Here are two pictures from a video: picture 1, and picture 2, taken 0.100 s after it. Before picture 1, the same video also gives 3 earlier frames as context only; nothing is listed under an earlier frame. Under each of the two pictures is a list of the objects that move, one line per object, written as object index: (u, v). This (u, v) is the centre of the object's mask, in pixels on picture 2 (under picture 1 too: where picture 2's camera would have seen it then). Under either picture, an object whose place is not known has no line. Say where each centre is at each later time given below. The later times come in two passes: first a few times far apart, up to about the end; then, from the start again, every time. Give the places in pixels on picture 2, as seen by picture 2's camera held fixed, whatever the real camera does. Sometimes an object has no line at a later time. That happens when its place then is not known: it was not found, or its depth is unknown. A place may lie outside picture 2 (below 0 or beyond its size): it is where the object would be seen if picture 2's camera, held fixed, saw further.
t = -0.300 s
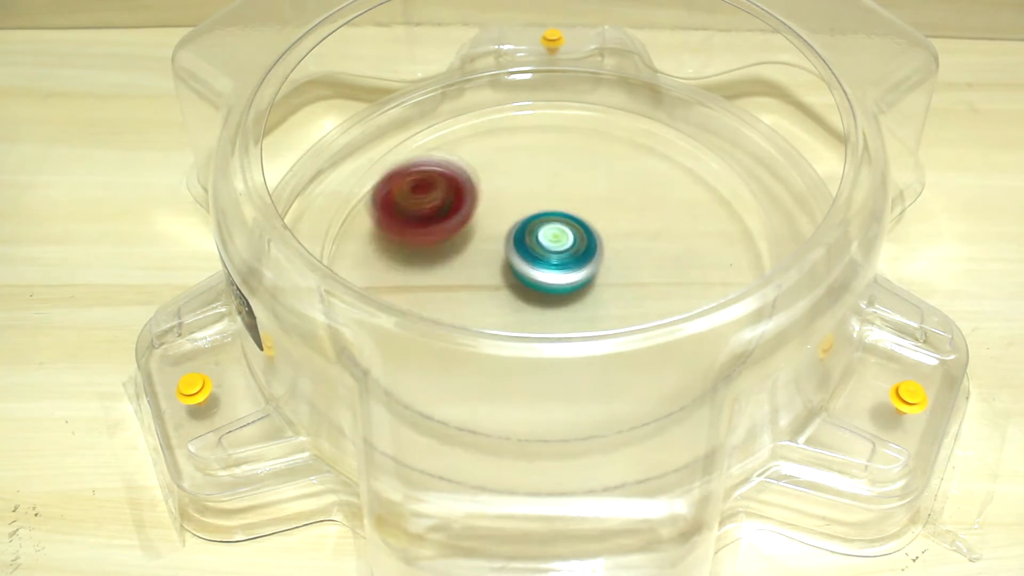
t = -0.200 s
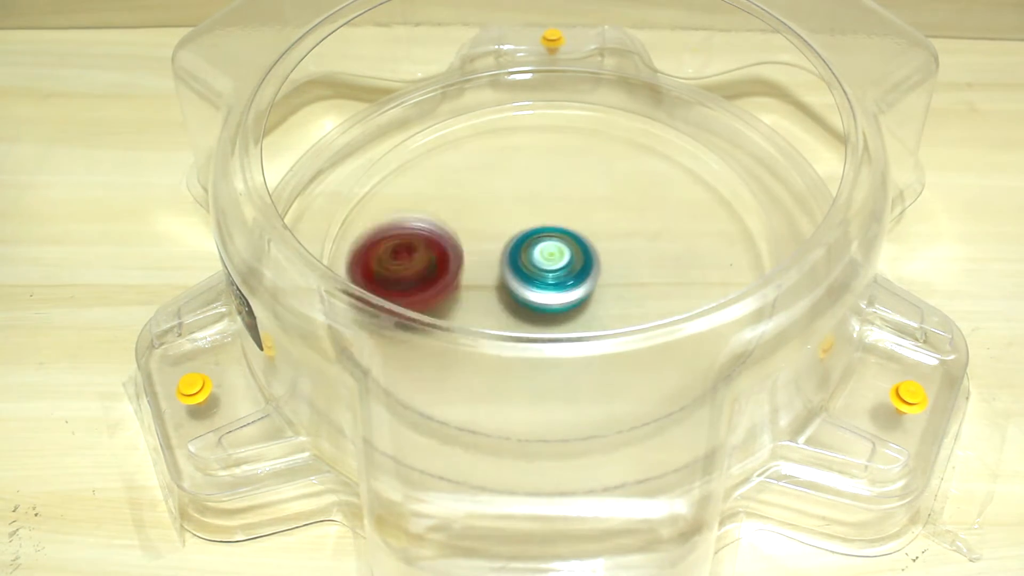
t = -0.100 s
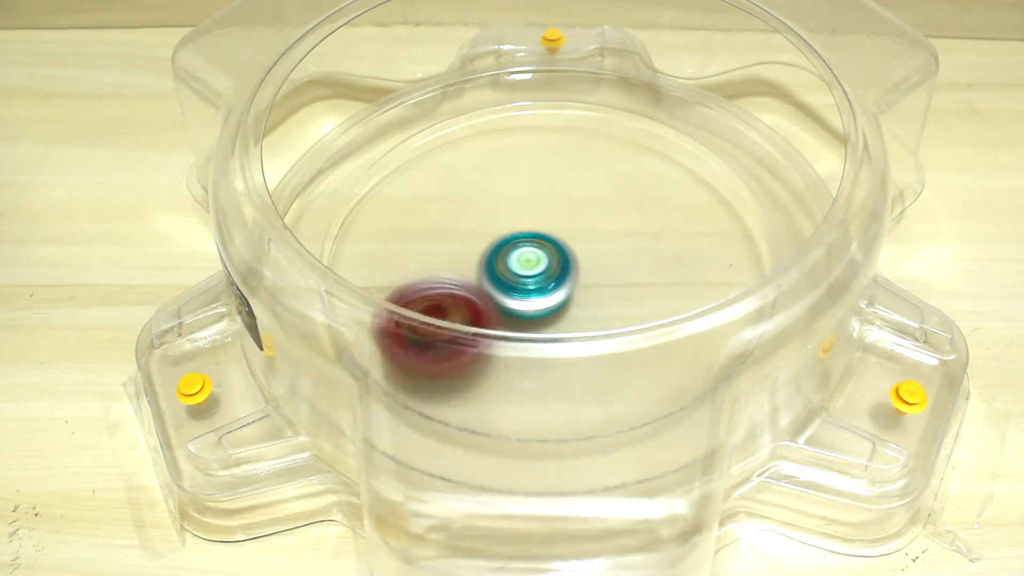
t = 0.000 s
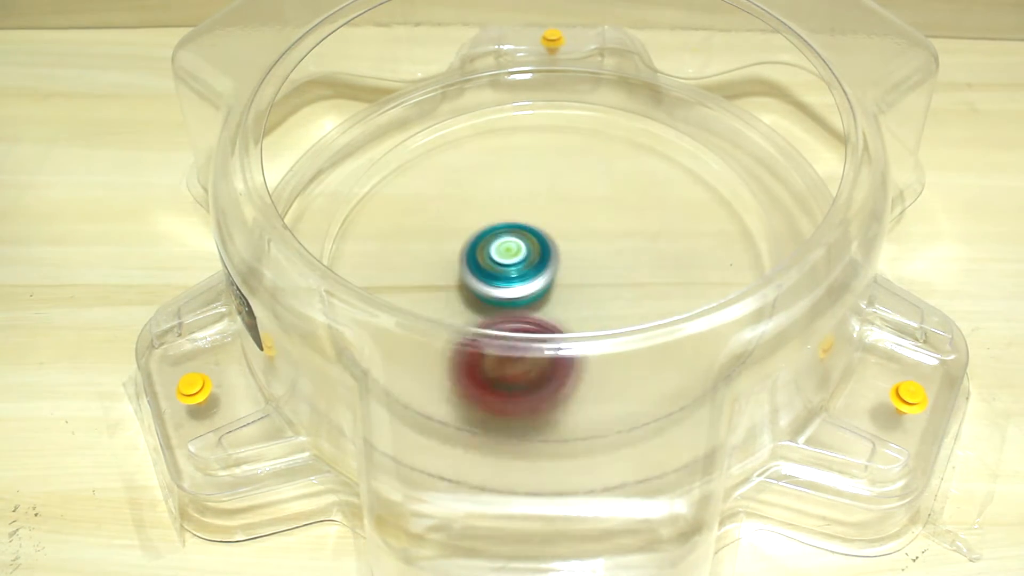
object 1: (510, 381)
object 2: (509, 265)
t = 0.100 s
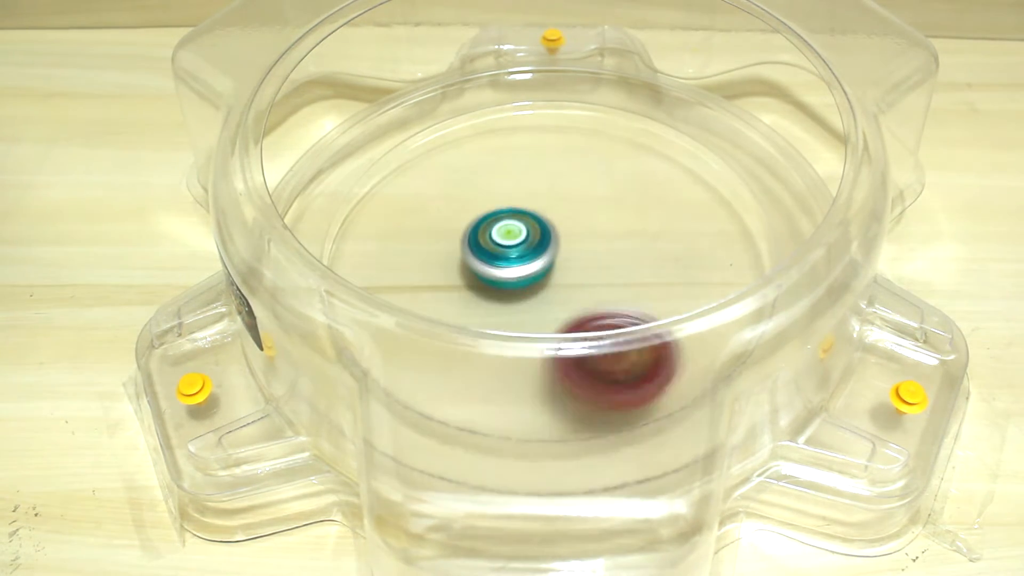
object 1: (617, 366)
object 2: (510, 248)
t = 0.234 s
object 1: (683, 280)
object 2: (535, 240)
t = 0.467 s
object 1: (587, 174)
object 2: (536, 266)
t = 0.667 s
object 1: (430, 174)
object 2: (502, 248)
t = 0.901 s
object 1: (376, 289)
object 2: (542, 239)
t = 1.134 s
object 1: (583, 326)
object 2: (528, 261)
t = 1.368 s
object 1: (672, 209)
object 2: (512, 239)
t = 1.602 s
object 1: (527, 144)
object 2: (536, 233)
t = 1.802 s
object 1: (404, 221)
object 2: (544, 253)
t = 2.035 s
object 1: (483, 349)
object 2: (521, 260)
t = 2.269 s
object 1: (662, 284)
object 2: (514, 247)
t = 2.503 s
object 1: (609, 171)
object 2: (536, 242)
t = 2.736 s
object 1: (443, 171)
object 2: (543, 255)
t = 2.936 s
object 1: (395, 265)
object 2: (525, 261)
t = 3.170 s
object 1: (554, 331)
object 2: (513, 248)
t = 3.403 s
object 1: (662, 235)
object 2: (531, 242)
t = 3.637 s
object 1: (564, 148)
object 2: (540, 251)
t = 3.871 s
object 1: (423, 199)
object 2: (522, 256)
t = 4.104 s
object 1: (427, 318)
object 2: (533, 252)
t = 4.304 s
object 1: (572, 331)
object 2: (548, 249)
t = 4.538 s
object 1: (678, 258)
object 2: (527, 217)
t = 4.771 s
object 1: (610, 185)
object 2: (493, 222)
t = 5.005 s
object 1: (582, 161)
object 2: (433, 235)
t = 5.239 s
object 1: (601, 229)
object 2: (437, 257)
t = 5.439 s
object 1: (677, 241)
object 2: (466, 264)
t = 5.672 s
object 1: (656, 238)
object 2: (511, 268)
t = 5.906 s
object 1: (606, 277)
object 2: (441, 239)
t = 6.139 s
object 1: (542, 305)
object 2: (464, 233)
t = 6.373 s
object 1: (505, 304)
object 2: (515, 236)
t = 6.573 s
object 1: (479, 294)
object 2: (566, 227)
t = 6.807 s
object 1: (466, 249)
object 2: (589, 247)
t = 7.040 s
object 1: (455, 208)
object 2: (562, 275)
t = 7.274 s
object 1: (488, 200)
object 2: (506, 290)
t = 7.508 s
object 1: (531, 171)
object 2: (488, 275)
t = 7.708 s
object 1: (576, 171)
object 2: (500, 249)
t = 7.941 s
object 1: (626, 175)
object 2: (513, 247)
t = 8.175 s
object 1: (623, 233)
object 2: (522, 260)
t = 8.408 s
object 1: (590, 279)
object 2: (463, 272)
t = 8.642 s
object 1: (524, 295)
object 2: (424, 249)
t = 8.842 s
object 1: (497, 298)
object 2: (461, 209)
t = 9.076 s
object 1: (503, 294)
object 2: (542, 215)
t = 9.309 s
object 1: (494, 275)
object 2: (624, 244)
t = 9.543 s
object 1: (504, 243)
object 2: (599, 288)
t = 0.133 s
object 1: (644, 351)
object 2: (515, 244)
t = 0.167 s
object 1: (663, 321)
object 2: (521, 241)
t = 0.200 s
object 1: (682, 309)
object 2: (528, 239)
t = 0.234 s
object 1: (683, 280)
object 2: (535, 240)
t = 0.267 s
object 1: (688, 267)
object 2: (541, 242)
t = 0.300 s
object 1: (682, 246)
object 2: (546, 245)
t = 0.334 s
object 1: (671, 228)
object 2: (548, 249)
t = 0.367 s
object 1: (654, 210)
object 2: (548, 254)
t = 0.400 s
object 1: (635, 196)
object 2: (546, 259)
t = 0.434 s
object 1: (612, 184)
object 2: (542, 263)
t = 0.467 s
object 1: (587, 174)
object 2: (536, 266)
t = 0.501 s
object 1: (561, 167)
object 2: (528, 267)
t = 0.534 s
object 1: (534, 163)
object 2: (520, 266)
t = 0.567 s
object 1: (507, 162)
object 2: (512, 264)
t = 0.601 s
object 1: (480, 163)
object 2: (506, 259)
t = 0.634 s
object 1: (455, 167)
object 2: (503, 254)
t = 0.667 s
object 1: (430, 174)
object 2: (502, 248)
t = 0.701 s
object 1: (407, 183)
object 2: (504, 243)
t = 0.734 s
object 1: (388, 197)
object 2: (507, 238)
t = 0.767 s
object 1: (373, 212)
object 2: (513, 234)
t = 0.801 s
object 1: (364, 231)
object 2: (521, 233)
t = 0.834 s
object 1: (365, 248)
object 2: (528, 234)
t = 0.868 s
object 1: (364, 270)
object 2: (535, 235)
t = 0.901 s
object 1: (376, 289)
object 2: (542, 239)
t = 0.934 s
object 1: (394, 310)
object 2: (547, 244)
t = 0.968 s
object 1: (420, 326)
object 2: (549, 249)
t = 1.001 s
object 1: (451, 338)
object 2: (549, 254)
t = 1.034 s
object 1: (484, 342)
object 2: (547, 259)
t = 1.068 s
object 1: (519, 334)
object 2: (542, 261)
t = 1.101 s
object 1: (553, 334)
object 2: (534, 261)
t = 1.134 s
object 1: (583, 326)
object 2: (528, 261)
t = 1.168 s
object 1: (609, 305)
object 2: (525, 261)
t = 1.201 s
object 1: (634, 295)
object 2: (521, 257)
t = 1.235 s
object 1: (653, 284)
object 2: (517, 254)
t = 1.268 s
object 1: (668, 270)
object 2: (514, 249)
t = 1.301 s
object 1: (677, 249)
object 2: (512, 246)
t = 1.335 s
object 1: (678, 229)
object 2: (512, 242)
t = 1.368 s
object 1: (672, 209)
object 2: (512, 239)
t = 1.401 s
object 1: (662, 190)
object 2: (514, 235)
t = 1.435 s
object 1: (647, 175)
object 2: (516, 233)
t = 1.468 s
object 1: (628, 162)
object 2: (520, 231)
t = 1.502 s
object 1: (605, 152)
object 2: (523, 230)
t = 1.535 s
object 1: (580, 146)
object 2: (527, 231)
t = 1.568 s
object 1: (554, 143)
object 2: (532, 231)
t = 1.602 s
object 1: (527, 144)
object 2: (536, 233)
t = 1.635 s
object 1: (499, 149)
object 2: (540, 236)
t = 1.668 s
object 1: (474, 157)
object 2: (542, 238)
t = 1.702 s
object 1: (451, 169)
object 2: (544, 241)
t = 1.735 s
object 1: (432, 183)
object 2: (545, 245)
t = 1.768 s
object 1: (416, 201)
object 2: (545, 249)
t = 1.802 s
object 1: (404, 221)
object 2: (544, 253)
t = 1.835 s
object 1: (398, 243)
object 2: (542, 257)
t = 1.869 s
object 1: (401, 261)
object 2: (539, 259)
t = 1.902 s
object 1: (411, 275)
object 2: (536, 261)
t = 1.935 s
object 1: (418, 302)
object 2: (532, 263)
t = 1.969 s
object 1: (436, 322)
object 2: (528, 264)
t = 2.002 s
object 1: (458, 337)
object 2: (524, 262)
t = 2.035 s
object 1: (483, 349)
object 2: (521, 260)
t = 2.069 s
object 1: (518, 356)
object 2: (517, 259)
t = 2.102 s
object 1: (552, 359)
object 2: (515, 259)
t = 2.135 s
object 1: (581, 356)
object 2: (513, 257)
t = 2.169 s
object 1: (608, 331)
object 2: (512, 255)
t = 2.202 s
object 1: (632, 317)
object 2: (512, 252)
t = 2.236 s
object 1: (645, 295)
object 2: (512, 250)
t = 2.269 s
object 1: (662, 284)
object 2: (514, 247)
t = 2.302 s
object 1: (672, 270)
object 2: (516, 246)
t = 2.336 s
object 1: (675, 252)
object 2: (519, 244)
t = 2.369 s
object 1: (670, 233)
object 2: (521, 243)
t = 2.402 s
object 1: (661, 215)
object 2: (525, 242)
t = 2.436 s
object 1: (647, 198)
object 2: (528, 241)
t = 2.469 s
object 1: (630, 184)
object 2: (532, 241)
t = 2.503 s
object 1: (609, 171)
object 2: (536, 242)
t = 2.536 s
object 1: (587, 162)
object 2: (539, 242)
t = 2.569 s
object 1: (563, 156)
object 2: (542, 244)
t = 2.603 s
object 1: (538, 153)
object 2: (543, 246)
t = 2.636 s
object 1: (514, 153)
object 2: (544, 248)
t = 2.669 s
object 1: (489, 156)
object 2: (545, 250)
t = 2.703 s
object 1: (465, 161)
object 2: (544, 252)
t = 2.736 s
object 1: (443, 171)
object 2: (543, 255)
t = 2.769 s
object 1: (424, 182)
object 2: (541, 257)
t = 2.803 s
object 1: (407, 197)
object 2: (538, 259)
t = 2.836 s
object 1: (394, 213)
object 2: (535, 261)
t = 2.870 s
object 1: (387, 231)
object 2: (532, 261)
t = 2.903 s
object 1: (387, 250)
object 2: (528, 262)
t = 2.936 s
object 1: (395, 265)
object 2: (525, 261)
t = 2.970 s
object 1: (402, 289)
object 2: (522, 260)
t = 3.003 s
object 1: (416, 307)
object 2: (519, 259)
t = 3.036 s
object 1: (439, 321)
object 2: (517, 257)
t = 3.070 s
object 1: (463, 332)
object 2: (515, 254)
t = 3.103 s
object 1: (491, 331)
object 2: (514, 251)
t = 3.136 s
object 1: (524, 333)
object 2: (512, 250)
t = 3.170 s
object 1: (554, 331)
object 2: (513, 248)
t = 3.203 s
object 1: (581, 323)
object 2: (514, 246)
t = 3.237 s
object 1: (602, 304)
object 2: (516, 244)
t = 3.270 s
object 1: (623, 296)
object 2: (518, 243)
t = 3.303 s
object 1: (641, 285)
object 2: (521, 242)
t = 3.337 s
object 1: (654, 272)
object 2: (524, 241)
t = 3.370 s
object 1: (660, 253)
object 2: (528, 242)
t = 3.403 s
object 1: (662, 235)
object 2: (531, 242)
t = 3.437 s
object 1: (659, 217)
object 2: (535, 243)
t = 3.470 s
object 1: (652, 199)
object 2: (537, 244)
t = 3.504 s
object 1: (640, 184)
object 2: (539, 245)
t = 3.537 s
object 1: (625, 171)
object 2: (540, 246)
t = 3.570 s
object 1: (606, 161)
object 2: (541, 247)
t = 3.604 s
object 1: (586, 153)
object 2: (540, 249)
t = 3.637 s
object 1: (564, 148)
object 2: (540, 251)
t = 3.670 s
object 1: (540, 146)
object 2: (538, 253)
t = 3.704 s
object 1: (517, 146)
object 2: (536, 255)
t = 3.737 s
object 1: (495, 152)
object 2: (534, 256)
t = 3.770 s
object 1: (473, 159)
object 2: (531, 257)
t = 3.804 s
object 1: (454, 170)
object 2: (528, 257)
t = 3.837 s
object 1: (437, 183)
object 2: (524, 257)
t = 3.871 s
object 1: (423, 199)
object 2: (522, 256)
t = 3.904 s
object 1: (414, 216)
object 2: (519, 255)
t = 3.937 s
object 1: (410, 236)
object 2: (518, 254)
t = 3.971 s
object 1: (406, 256)
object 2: (519, 253)
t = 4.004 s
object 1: (407, 268)
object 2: (523, 253)
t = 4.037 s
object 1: (414, 279)
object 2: (527, 253)
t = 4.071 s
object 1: (415, 302)
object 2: (530, 252)
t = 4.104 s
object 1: (427, 318)
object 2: (533, 252)
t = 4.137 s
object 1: (446, 330)
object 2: (536, 251)
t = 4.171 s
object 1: (469, 341)
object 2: (539, 250)
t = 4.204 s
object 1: (492, 354)
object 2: (542, 249)
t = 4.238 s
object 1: (520, 357)
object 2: (545, 249)
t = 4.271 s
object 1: (547, 334)
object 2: (546, 249)
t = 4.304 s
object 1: (572, 331)
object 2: (548, 249)
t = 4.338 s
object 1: (591, 307)
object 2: (548, 249)
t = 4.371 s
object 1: (608, 301)
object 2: (546, 248)
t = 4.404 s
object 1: (628, 297)
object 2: (541, 240)
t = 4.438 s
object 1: (647, 290)
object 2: (536, 231)
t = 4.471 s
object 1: (663, 281)
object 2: (533, 224)
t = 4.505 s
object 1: (673, 271)
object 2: (529, 220)
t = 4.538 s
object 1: (678, 258)
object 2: (527, 217)
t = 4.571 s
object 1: (677, 244)
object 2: (525, 215)
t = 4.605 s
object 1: (670, 230)
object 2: (522, 215)
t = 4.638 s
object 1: (659, 217)
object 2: (521, 215)
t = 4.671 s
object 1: (645, 206)
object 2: (519, 216)
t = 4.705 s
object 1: (629, 197)
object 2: (517, 218)
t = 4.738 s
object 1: (612, 190)
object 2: (512, 219)
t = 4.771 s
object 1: (610, 185)
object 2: (493, 222)
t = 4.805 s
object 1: (614, 175)
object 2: (469, 225)
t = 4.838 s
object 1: (615, 167)
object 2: (451, 228)
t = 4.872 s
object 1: (612, 161)
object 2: (439, 230)
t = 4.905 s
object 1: (606, 156)
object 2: (432, 231)
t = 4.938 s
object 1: (600, 155)
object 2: (429, 232)
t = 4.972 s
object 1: (591, 157)
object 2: (430, 233)
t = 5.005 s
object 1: (582, 161)
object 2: (433, 235)
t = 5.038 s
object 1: (572, 168)
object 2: (438, 237)
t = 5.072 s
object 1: (562, 180)
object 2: (444, 239)
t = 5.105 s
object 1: (557, 192)
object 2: (451, 242)
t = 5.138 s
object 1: (553, 206)
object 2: (457, 245)
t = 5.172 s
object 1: (568, 213)
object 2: (448, 250)
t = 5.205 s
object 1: (586, 223)
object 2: (440, 255)
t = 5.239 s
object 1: (601, 229)
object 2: (437, 257)
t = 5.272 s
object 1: (615, 233)
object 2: (436, 259)
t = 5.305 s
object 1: (629, 237)
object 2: (439, 260)
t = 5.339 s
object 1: (643, 240)
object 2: (443, 261)
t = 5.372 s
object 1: (656, 242)
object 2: (450, 263)
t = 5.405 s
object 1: (667, 241)
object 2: (457, 264)
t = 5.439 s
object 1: (677, 241)
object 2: (466, 264)
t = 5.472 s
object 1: (686, 240)
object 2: (474, 265)
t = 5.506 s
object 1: (690, 238)
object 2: (481, 266)
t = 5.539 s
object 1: (687, 238)
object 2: (488, 267)
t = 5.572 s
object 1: (683, 236)
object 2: (495, 268)
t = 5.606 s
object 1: (678, 236)
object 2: (501, 268)
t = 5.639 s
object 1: (667, 237)
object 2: (506, 268)
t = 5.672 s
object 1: (656, 238)
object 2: (511, 268)
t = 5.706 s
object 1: (641, 242)
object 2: (515, 267)
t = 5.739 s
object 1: (627, 246)
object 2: (517, 266)
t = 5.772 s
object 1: (623, 250)
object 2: (504, 263)
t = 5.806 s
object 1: (626, 256)
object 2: (482, 258)
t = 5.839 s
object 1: (621, 261)
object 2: (463, 251)
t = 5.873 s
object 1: (615, 268)
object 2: (449, 243)
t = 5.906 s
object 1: (606, 277)
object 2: (441, 239)
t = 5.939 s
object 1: (596, 283)
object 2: (437, 235)
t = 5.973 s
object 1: (587, 288)
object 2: (437, 231)
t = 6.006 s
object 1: (578, 293)
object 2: (440, 229)
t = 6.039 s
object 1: (567, 298)
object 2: (444, 230)
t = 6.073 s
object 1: (558, 301)
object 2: (451, 231)
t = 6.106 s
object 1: (550, 304)
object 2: (458, 231)
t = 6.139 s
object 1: (542, 305)
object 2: (464, 233)
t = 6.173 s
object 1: (533, 307)
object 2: (472, 235)
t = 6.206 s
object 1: (525, 308)
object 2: (479, 237)
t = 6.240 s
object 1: (521, 307)
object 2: (485, 236)
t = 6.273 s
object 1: (517, 308)
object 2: (492, 238)
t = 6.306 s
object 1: (512, 307)
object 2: (499, 237)
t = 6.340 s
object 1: (509, 306)
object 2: (507, 236)
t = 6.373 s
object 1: (505, 304)
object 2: (515, 236)
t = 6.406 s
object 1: (499, 301)
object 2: (524, 233)
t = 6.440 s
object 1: (494, 300)
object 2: (534, 231)
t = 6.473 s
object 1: (490, 299)
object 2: (542, 229)
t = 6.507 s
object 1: (486, 298)
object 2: (551, 227)
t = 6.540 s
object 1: (483, 297)
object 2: (559, 226)
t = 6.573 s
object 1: (479, 294)
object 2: (566, 227)
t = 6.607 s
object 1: (476, 291)
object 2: (572, 228)
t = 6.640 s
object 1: (475, 288)
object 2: (578, 230)
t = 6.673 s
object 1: (473, 283)
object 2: (583, 233)
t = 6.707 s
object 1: (470, 276)
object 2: (585, 237)
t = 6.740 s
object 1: (469, 265)
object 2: (588, 240)
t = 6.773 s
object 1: (468, 256)
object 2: (590, 244)
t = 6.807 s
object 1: (466, 249)
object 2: (589, 247)
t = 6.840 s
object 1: (464, 241)
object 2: (588, 251)
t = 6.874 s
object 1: (461, 236)
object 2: (586, 257)
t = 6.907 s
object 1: (459, 228)
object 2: (583, 261)
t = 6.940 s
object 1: (456, 223)
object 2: (579, 264)
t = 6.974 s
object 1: (454, 217)
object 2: (574, 270)
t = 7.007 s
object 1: (454, 211)
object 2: (569, 273)
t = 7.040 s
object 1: (455, 208)
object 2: (562, 275)
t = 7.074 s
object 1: (456, 207)
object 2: (555, 280)
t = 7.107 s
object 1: (458, 205)
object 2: (548, 281)
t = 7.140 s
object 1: (463, 205)
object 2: (539, 282)
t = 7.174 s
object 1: (468, 206)
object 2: (531, 283)
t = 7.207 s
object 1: (472, 205)
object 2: (523, 283)
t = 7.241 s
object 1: (479, 203)
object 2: (514, 284)
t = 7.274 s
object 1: (488, 200)
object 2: (506, 290)
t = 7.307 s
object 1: (495, 195)
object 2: (501, 292)
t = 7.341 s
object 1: (499, 190)
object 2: (494, 292)
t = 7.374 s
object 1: (505, 185)
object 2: (489, 292)
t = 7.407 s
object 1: (511, 181)
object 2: (487, 289)
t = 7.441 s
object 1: (518, 176)
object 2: (486, 285)
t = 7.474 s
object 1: (524, 173)
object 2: (486, 281)
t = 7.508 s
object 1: (531, 171)
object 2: (488, 275)
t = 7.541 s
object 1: (535, 170)
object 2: (490, 270)
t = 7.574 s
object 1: (541, 171)
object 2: (493, 265)
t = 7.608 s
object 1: (546, 172)
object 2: (497, 257)
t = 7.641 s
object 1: (553, 175)
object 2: (501, 252)
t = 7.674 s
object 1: (566, 174)
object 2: (501, 249)
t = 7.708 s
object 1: (576, 171)
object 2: (500, 249)
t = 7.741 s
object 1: (589, 168)
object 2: (499, 248)
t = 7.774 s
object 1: (595, 168)
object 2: (500, 246)
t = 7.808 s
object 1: (604, 167)
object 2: (502, 246)
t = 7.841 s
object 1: (610, 168)
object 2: (504, 245)
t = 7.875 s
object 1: (619, 169)
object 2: (507, 245)
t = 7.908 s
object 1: (622, 172)
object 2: (510, 246)
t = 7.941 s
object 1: (626, 175)
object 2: (513, 247)
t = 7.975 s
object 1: (628, 181)
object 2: (516, 248)
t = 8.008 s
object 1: (628, 186)
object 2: (519, 250)
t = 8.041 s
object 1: (629, 195)
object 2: (522, 251)
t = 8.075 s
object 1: (626, 204)
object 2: (526, 254)
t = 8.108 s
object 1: (625, 212)
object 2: (528, 255)
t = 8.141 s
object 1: (622, 223)
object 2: (528, 258)
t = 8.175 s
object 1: (623, 233)
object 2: (522, 260)
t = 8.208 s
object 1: (621, 243)
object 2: (512, 263)
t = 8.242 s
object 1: (617, 250)
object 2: (505, 266)
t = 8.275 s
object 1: (613, 257)
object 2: (496, 269)
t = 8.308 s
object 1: (605, 265)
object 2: (489, 272)
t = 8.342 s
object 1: (598, 271)
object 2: (482, 273)
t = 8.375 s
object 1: (591, 276)
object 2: (477, 275)
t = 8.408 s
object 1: (590, 279)
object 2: (463, 272)
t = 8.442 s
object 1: (583, 283)
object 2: (452, 271)
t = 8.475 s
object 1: (571, 289)
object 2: (442, 267)
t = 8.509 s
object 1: (565, 291)
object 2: (434, 265)
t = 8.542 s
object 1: (556, 294)
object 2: (428, 260)
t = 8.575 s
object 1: (545, 294)
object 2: (424, 258)
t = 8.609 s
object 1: (535, 294)
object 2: (424, 251)
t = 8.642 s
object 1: (524, 295)
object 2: (424, 249)
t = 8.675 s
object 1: (514, 295)
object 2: (429, 242)
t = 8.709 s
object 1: (507, 292)
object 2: (431, 236)
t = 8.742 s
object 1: (501, 293)
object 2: (438, 226)
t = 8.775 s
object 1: (499, 296)
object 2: (443, 218)
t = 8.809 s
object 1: (499, 298)
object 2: (453, 213)
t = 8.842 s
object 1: (497, 298)
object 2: (461, 209)
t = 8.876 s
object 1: (494, 300)
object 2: (471, 206)
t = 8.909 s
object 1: (489, 305)
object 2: (482, 206)
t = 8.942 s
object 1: (495, 301)
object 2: (494, 205)
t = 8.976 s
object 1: (496, 300)
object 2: (507, 207)
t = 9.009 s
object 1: (498, 300)
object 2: (518, 209)
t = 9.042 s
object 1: (501, 297)
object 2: (531, 212)
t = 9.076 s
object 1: (503, 294)
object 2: (542, 215)
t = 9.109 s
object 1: (504, 290)
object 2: (555, 220)
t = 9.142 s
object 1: (508, 286)
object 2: (564, 224)
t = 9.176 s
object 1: (503, 282)
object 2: (579, 229)
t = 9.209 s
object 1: (492, 281)
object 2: (590, 231)
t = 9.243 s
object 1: (495, 276)
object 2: (605, 234)
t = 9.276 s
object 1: (494, 274)
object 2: (614, 238)
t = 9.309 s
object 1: (494, 275)
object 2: (624, 244)
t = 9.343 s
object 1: (490, 268)
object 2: (627, 250)
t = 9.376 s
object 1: (491, 260)
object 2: (629, 257)
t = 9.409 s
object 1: (496, 254)
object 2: (627, 265)
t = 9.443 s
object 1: (496, 251)
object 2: (623, 271)
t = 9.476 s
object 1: (501, 249)
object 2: (617, 278)
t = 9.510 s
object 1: (504, 246)
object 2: (608, 282)
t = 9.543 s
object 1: (504, 243)
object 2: (599, 288)
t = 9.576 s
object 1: (511, 237)
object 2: (589, 292)
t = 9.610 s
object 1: (515, 228)
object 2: (579, 295)
